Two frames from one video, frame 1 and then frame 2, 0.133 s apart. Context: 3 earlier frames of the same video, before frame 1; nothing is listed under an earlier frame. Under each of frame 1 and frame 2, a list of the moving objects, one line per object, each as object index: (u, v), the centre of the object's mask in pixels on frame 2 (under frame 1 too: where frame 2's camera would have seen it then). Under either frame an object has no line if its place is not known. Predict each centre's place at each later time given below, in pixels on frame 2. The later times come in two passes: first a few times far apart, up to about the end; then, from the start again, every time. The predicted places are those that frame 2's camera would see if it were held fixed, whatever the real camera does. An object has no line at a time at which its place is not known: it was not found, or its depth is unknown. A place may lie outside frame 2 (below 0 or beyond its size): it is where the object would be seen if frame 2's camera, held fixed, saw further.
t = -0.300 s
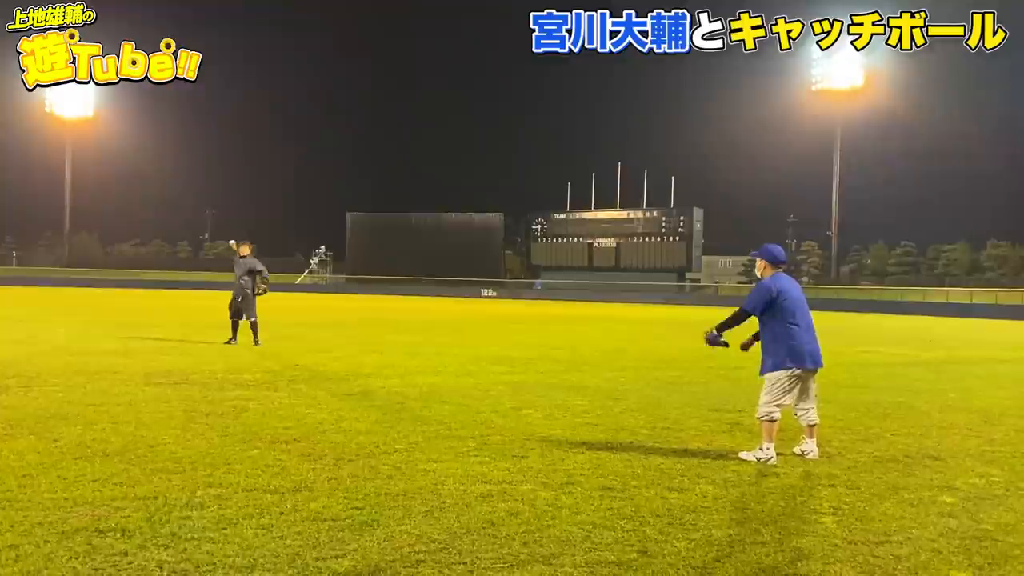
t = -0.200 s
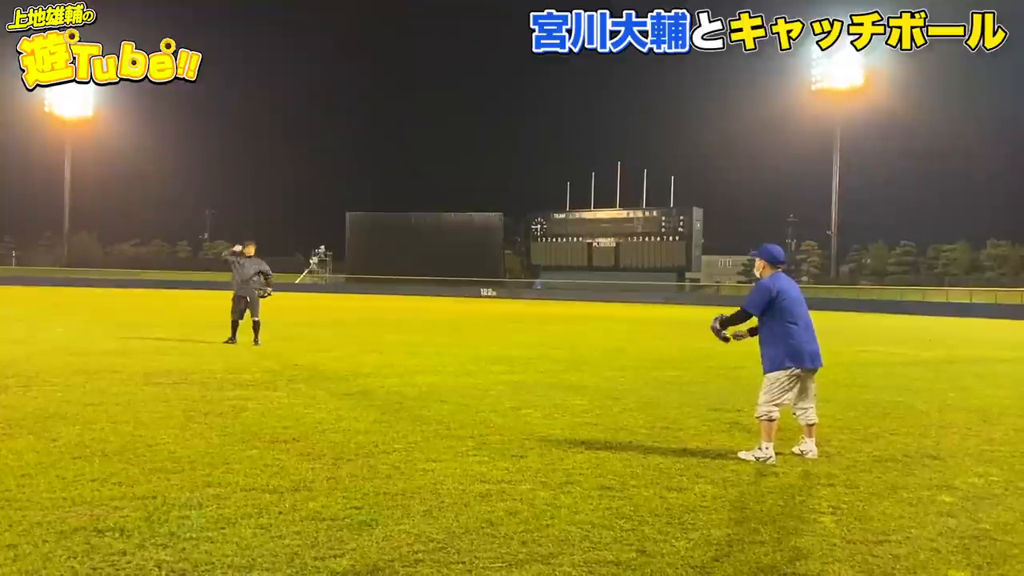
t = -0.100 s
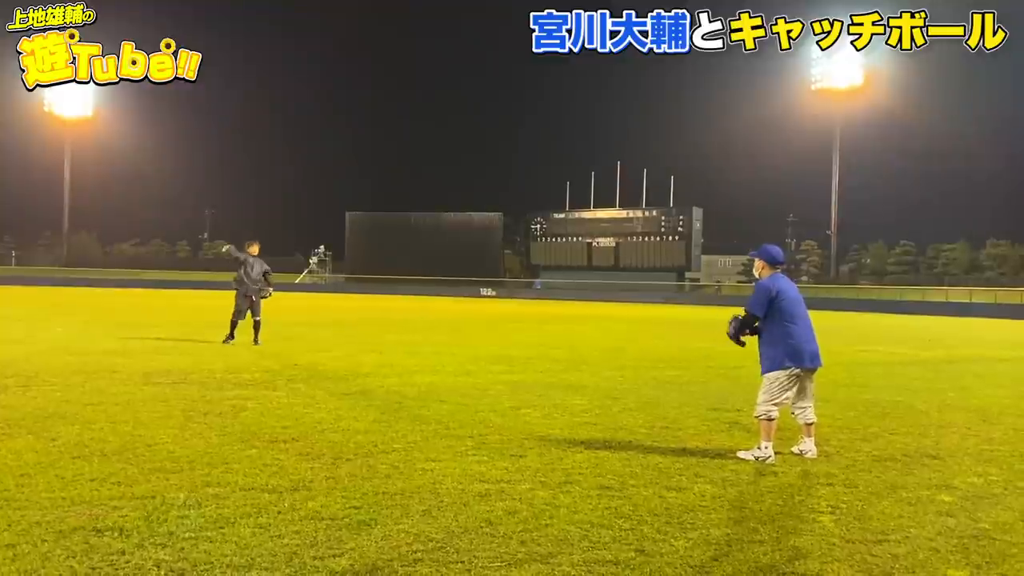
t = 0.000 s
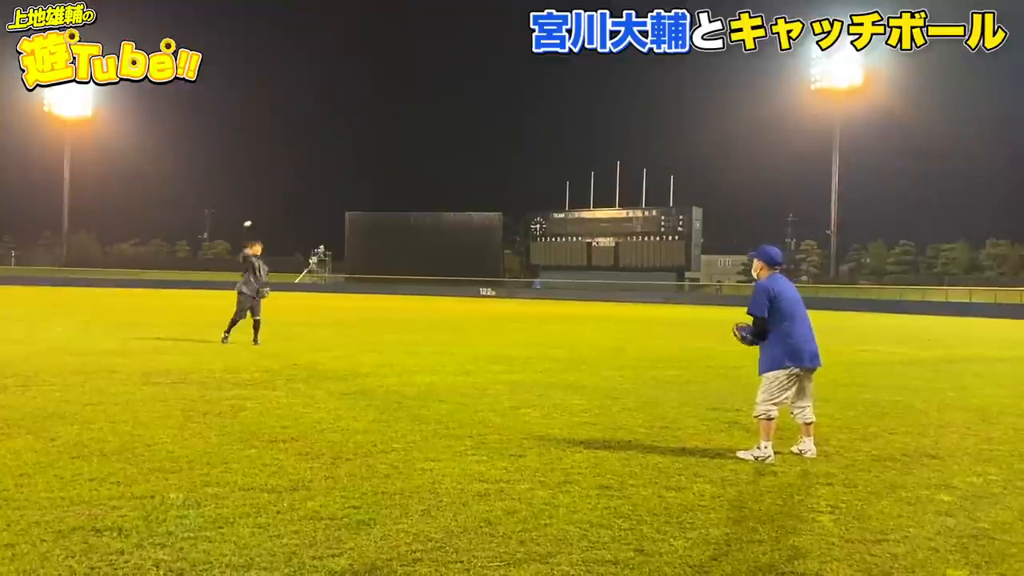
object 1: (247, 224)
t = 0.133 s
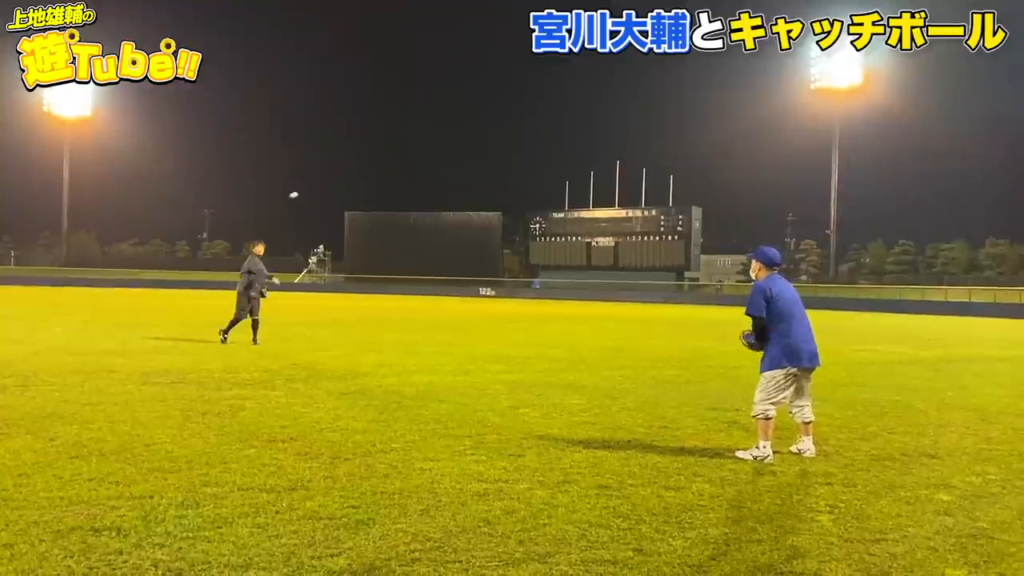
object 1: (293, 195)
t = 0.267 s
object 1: (347, 174)
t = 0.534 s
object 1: (488, 166)
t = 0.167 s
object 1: (306, 189)
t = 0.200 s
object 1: (320, 184)
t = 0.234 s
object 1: (333, 179)
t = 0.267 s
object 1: (347, 174)
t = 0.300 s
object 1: (363, 170)
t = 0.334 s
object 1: (378, 167)
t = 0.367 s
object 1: (395, 165)
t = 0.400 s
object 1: (411, 163)
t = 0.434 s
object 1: (429, 162)
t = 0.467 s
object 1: (448, 163)
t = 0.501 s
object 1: (467, 164)
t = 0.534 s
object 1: (488, 166)
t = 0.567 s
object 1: (509, 169)
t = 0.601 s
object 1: (532, 174)
